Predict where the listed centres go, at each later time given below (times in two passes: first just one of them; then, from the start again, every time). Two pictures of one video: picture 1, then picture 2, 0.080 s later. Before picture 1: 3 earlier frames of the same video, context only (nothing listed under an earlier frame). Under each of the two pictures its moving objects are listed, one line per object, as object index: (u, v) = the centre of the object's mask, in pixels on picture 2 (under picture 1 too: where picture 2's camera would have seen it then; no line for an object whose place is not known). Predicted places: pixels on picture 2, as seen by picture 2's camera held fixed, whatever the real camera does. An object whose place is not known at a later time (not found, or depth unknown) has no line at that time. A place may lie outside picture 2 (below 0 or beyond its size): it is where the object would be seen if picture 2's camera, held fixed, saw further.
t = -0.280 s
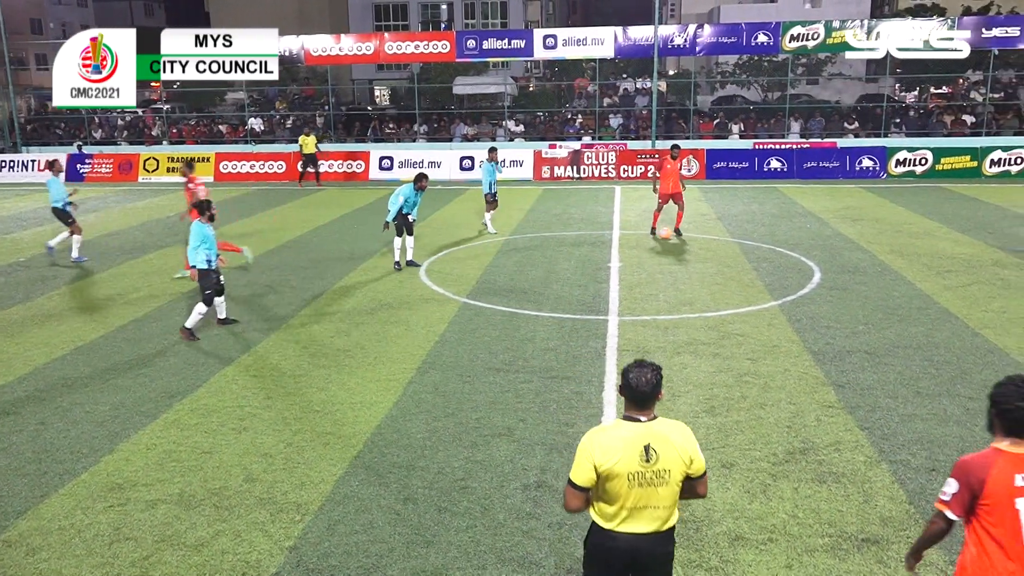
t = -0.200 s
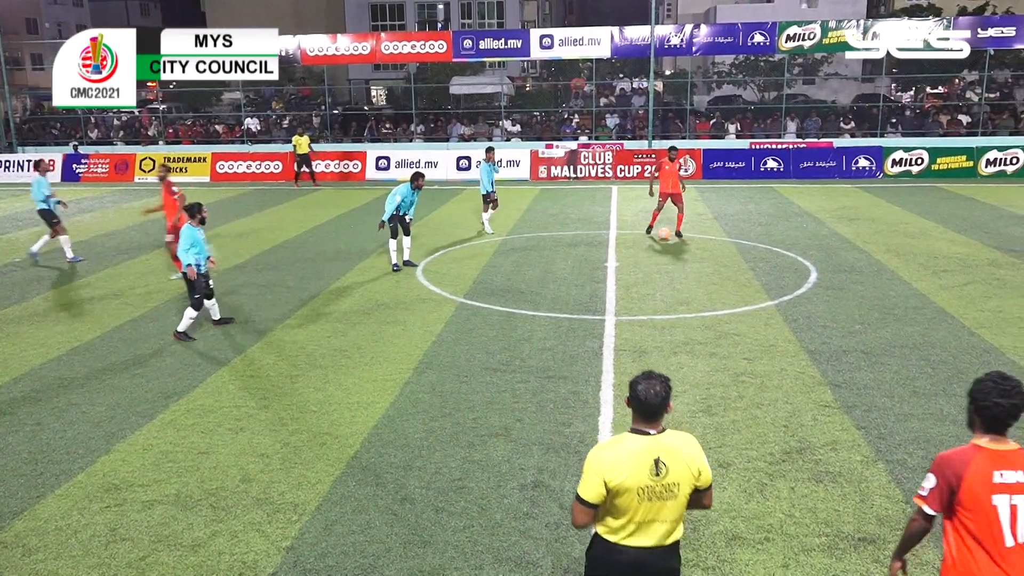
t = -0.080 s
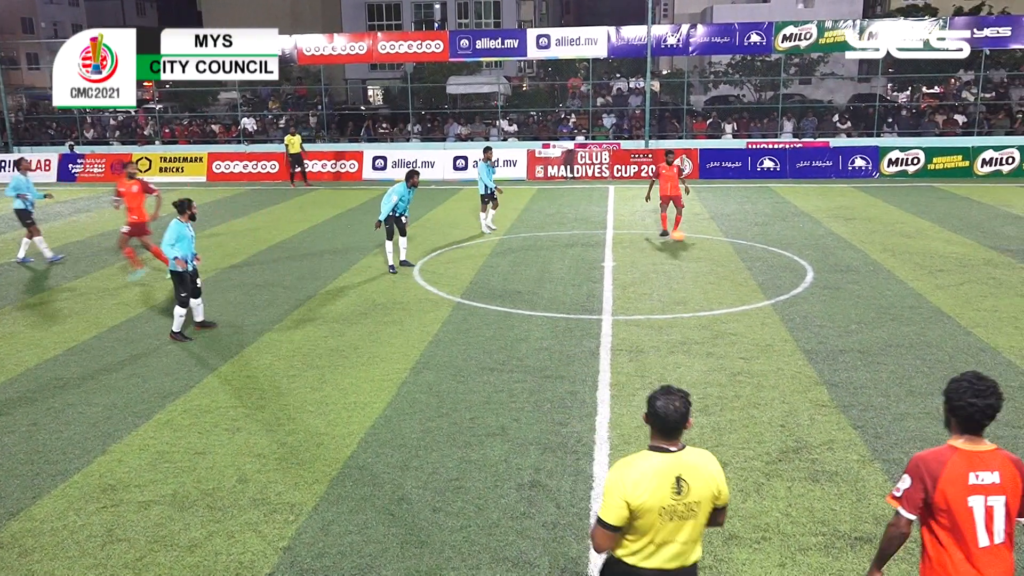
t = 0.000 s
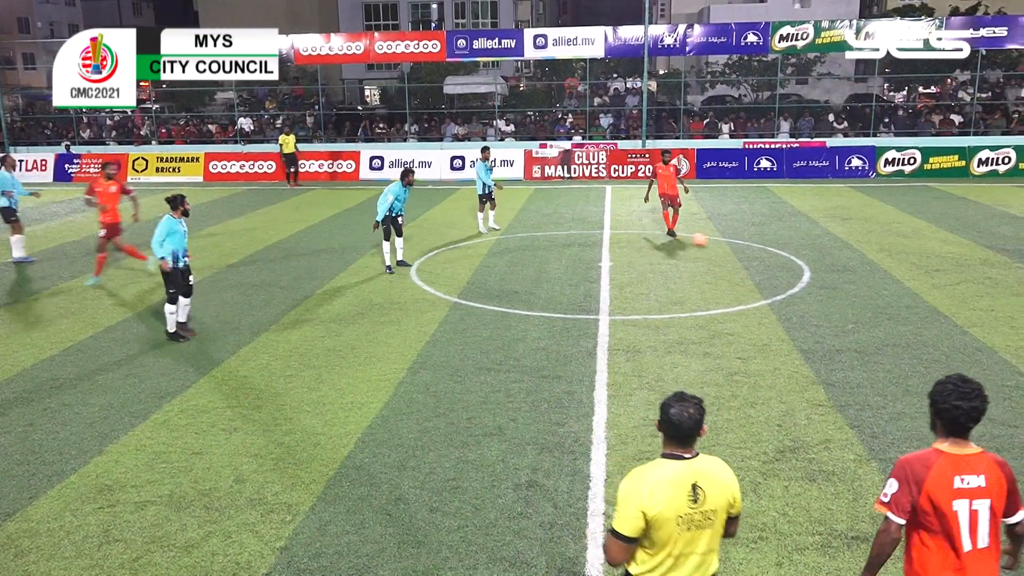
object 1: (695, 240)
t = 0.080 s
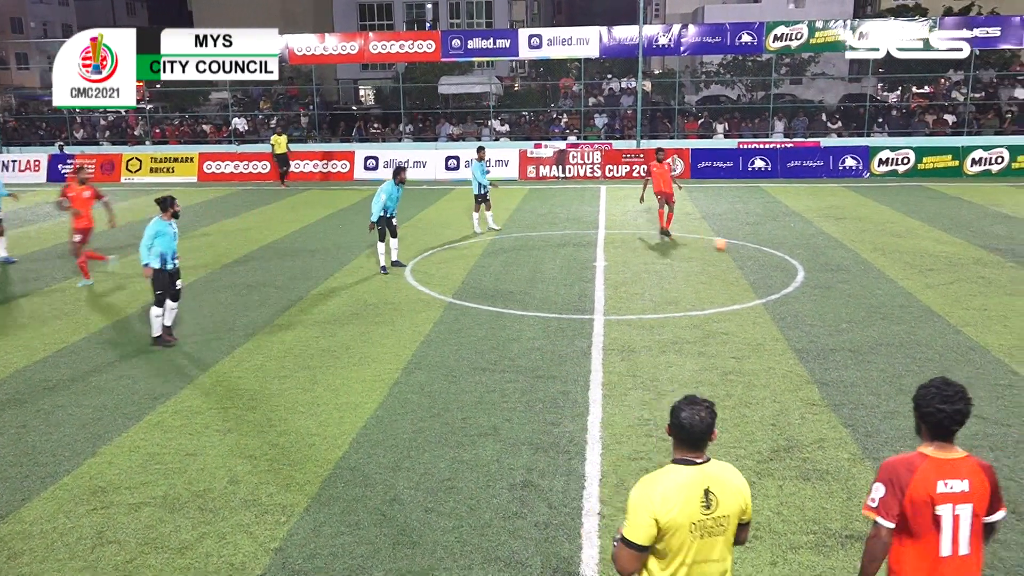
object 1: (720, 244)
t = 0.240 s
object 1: (764, 251)
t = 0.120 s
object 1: (731, 246)
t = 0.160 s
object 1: (742, 247)
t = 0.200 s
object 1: (753, 249)
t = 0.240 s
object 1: (764, 251)
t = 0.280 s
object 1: (774, 252)
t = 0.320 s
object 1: (784, 253)
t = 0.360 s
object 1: (796, 255)
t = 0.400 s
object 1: (806, 256)
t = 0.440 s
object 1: (816, 257)
